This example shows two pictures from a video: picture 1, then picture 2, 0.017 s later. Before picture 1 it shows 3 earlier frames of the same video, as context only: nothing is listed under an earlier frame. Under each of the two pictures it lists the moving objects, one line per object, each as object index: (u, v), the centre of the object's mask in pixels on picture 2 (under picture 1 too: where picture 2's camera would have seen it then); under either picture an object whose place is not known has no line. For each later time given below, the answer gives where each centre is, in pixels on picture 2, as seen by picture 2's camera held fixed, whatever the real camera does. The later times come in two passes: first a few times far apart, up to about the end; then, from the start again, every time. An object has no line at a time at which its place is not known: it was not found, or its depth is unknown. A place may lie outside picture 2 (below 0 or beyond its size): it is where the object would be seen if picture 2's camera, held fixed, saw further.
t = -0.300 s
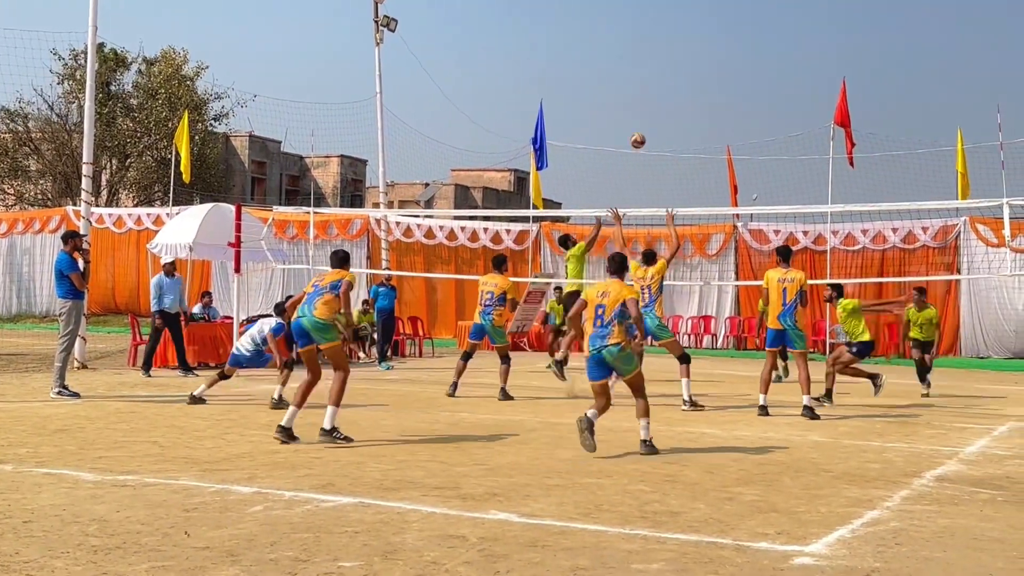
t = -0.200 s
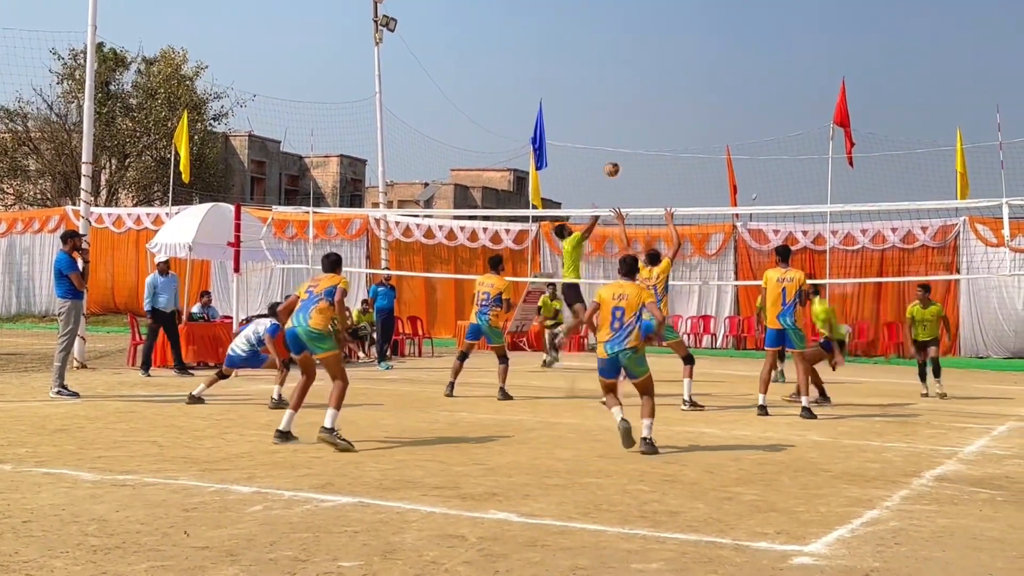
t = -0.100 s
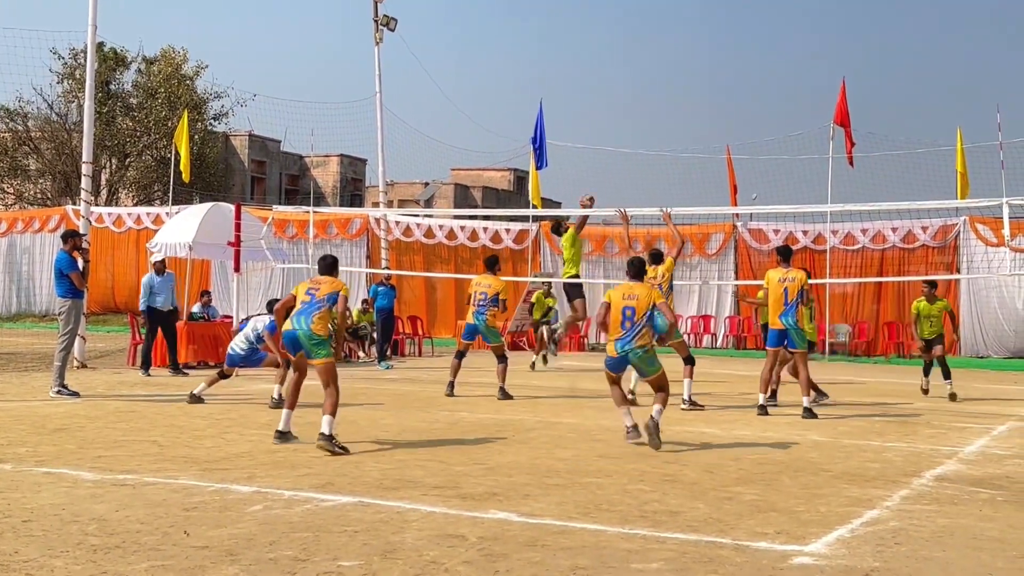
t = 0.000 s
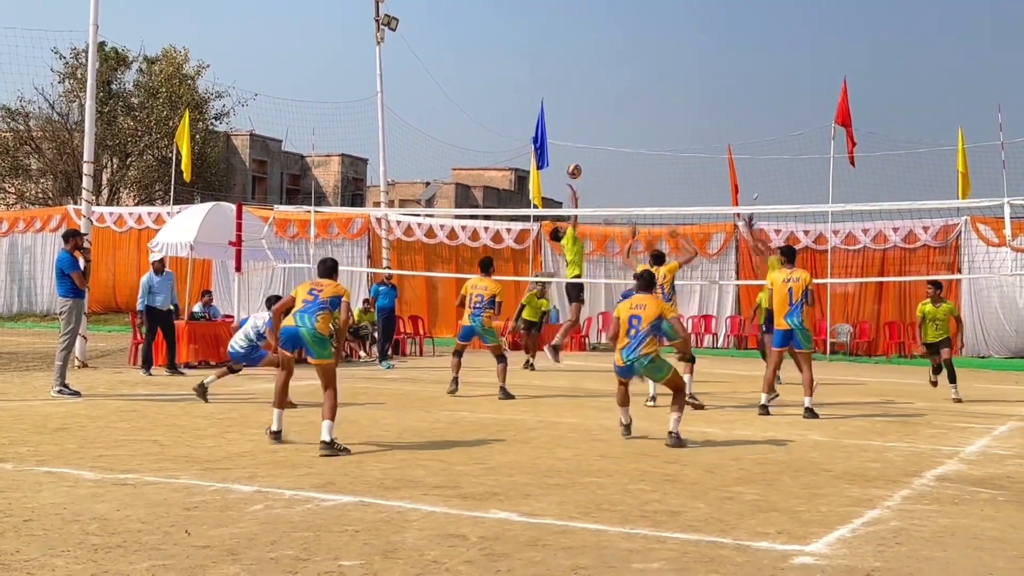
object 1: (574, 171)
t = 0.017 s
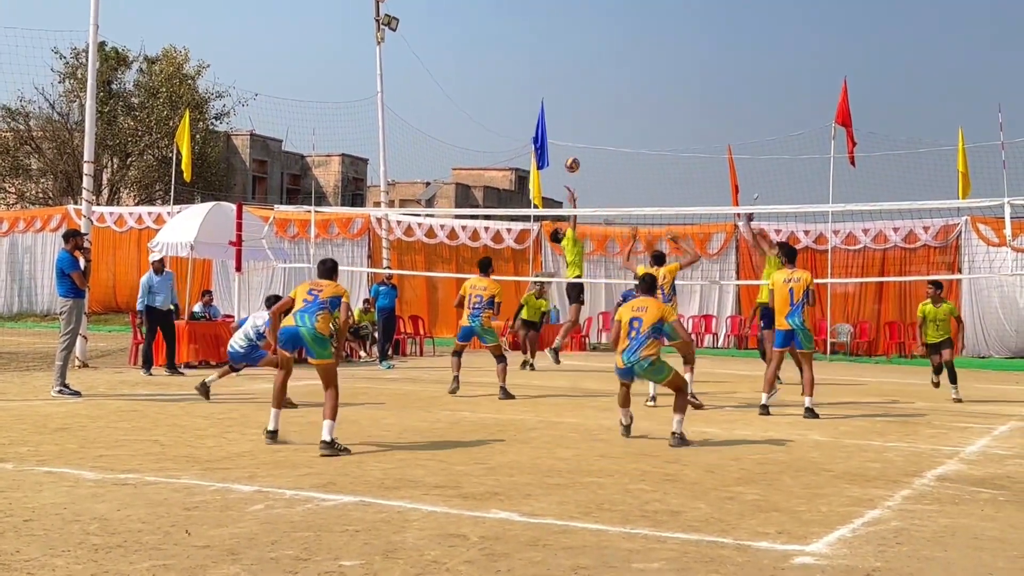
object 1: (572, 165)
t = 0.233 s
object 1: (546, 105)
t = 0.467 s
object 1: (520, 81)
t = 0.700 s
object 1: (495, 94)
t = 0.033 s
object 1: (570, 159)
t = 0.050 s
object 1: (568, 153)
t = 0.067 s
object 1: (566, 147)
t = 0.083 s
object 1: (564, 142)
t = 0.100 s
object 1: (562, 137)
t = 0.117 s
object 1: (560, 132)
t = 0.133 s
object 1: (558, 128)
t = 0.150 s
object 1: (556, 123)
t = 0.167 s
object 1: (554, 119)
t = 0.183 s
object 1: (552, 115)
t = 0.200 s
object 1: (551, 112)
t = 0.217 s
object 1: (549, 108)
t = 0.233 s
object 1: (546, 105)
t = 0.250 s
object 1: (544, 102)
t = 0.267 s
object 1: (542, 99)
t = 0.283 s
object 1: (540, 96)
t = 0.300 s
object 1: (538, 94)
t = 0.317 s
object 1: (537, 91)
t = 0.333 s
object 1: (535, 89)
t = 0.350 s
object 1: (533, 88)
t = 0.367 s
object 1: (531, 86)
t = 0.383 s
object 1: (529, 85)
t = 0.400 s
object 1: (527, 83)
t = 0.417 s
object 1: (525, 82)
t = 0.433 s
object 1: (524, 82)
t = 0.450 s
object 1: (522, 81)
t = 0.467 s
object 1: (520, 81)
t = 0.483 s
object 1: (518, 80)
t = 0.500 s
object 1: (516, 80)
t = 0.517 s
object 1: (514, 81)
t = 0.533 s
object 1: (513, 81)
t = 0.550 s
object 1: (511, 81)
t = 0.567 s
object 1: (509, 82)
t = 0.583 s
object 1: (507, 83)
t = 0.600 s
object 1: (505, 84)
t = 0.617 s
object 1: (503, 85)
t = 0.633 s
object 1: (502, 87)
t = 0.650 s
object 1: (500, 88)
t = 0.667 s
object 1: (498, 90)
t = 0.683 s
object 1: (496, 92)
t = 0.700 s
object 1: (495, 94)
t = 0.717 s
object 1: (493, 96)
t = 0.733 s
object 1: (491, 99)
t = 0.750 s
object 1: (490, 101)
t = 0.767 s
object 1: (488, 104)
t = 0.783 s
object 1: (486, 107)
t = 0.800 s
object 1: (485, 110)
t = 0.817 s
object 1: (483, 113)
